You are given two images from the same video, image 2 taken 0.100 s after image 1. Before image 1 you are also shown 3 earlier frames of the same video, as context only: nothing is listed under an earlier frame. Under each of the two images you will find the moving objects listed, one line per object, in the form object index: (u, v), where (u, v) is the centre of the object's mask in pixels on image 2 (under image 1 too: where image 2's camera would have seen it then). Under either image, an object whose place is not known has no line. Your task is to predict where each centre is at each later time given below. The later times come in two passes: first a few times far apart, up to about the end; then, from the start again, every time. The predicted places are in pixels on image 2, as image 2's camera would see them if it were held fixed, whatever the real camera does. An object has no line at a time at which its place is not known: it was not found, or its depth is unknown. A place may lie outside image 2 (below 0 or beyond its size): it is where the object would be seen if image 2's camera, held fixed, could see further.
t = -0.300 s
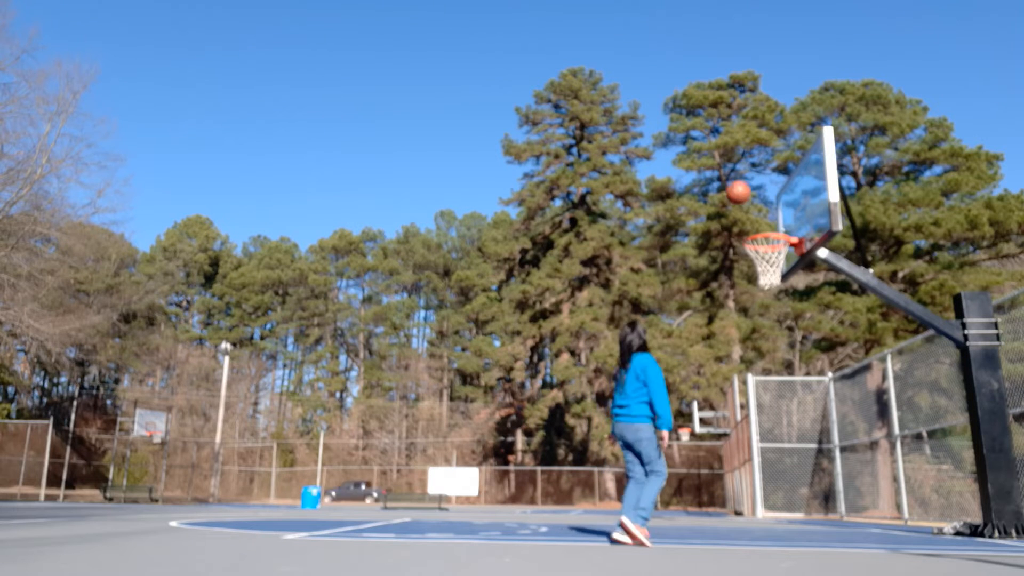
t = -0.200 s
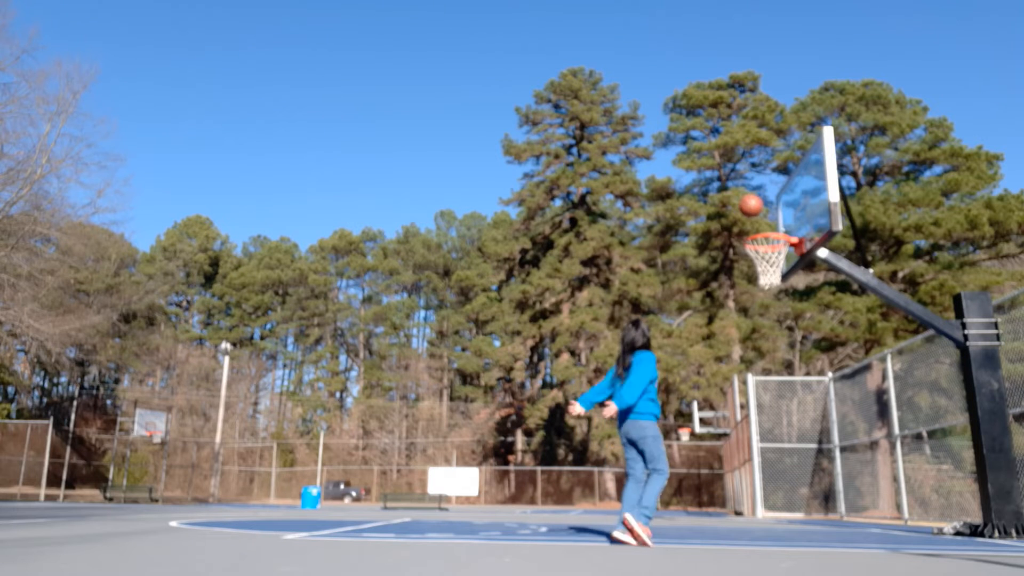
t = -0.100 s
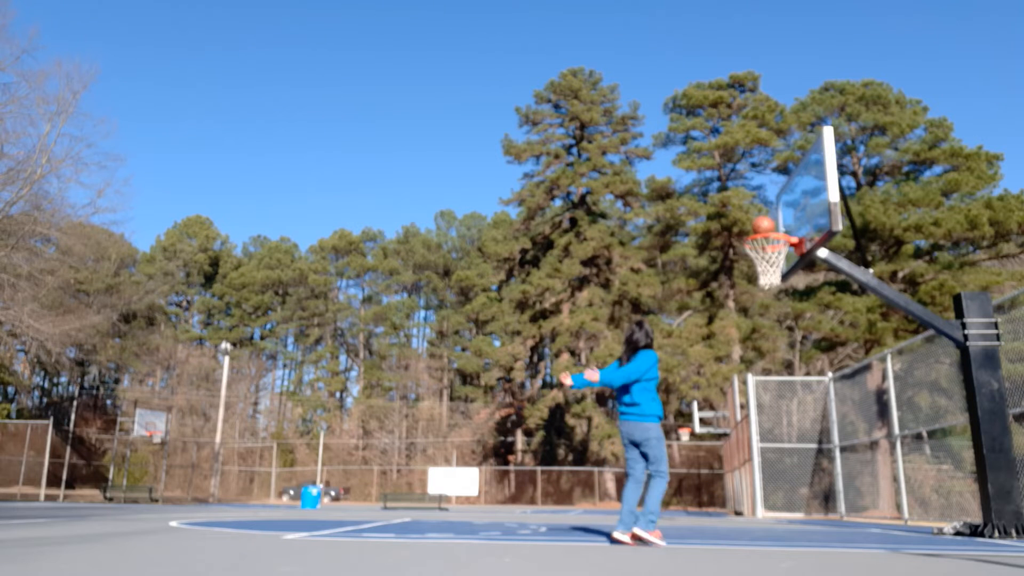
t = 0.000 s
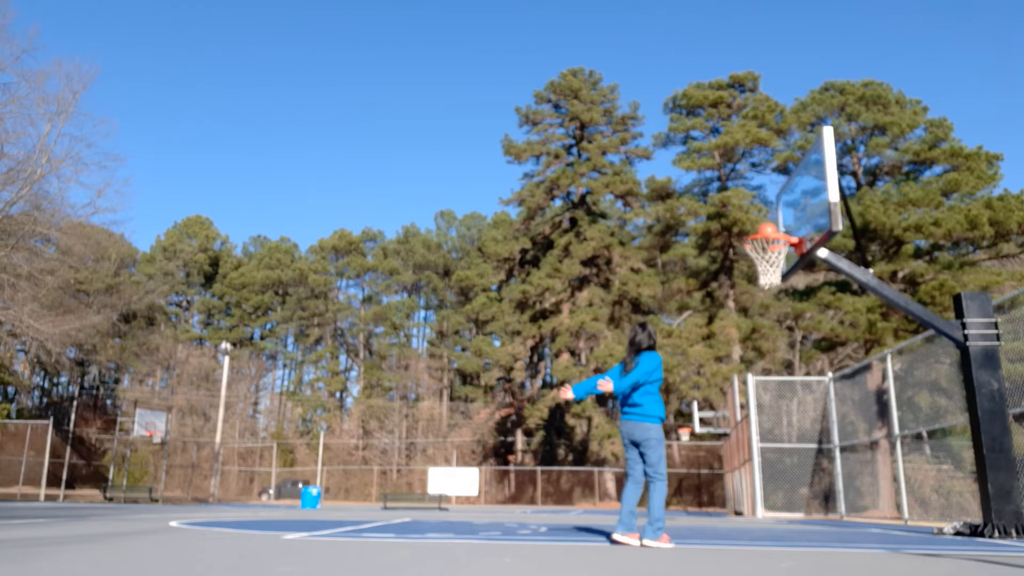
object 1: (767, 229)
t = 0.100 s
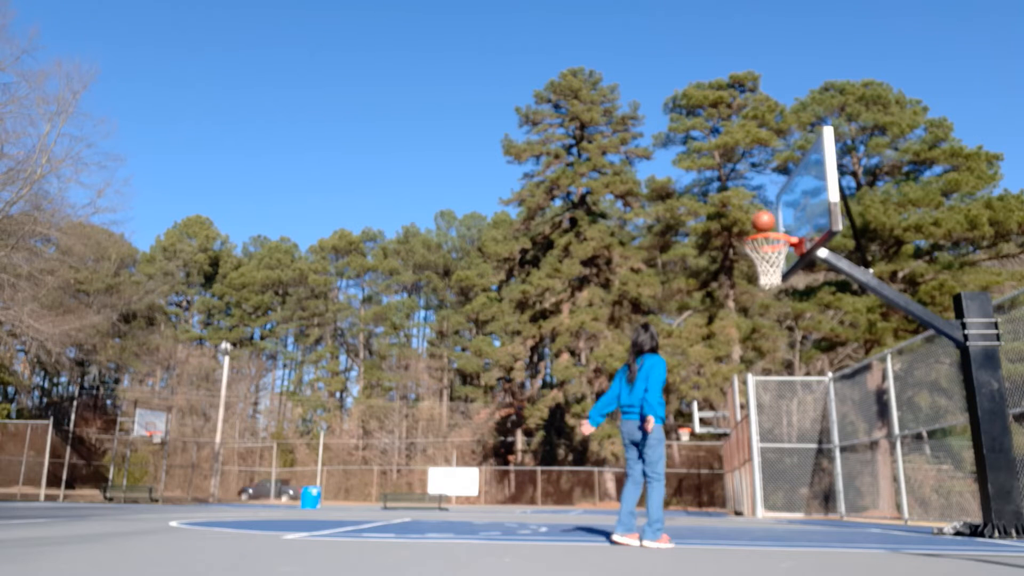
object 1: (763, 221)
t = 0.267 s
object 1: (761, 212)
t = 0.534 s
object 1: (761, 226)
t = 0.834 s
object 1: (773, 286)
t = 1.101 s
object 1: (783, 395)
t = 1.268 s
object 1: (794, 504)
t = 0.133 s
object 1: (762, 217)
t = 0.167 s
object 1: (762, 215)
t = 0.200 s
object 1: (762, 213)
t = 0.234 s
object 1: (761, 213)
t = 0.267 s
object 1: (761, 212)
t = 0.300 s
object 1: (760, 214)
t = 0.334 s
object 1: (760, 215)
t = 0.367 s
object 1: (759, 219)
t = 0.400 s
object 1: (759, 223)
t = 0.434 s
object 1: (759, 226)
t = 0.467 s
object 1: (759, 226)
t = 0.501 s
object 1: (759, 226)
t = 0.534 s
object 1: (761, 226)
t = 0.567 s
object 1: (761, 228)
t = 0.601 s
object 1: (762, 230)
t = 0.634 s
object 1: (764, 233)
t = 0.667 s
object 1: (768, 246)
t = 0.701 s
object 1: (769, 248)
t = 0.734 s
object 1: (765, 256)
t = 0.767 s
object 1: (768, 264)
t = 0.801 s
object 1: (769, 273)
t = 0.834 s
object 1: (773, 286)
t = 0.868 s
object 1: (772, 294)
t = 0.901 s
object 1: (774, 304)
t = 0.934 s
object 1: (775, 317)
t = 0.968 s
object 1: (777, 330)
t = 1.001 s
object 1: (779, 344)
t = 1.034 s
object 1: (780, 360)
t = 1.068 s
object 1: (782, 377)
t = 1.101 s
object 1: (783, 395)
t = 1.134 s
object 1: (785, 414)
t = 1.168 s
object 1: (787, 435)
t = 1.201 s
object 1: (789, 456)
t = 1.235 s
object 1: (791, 480)
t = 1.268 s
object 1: (794, 504)
